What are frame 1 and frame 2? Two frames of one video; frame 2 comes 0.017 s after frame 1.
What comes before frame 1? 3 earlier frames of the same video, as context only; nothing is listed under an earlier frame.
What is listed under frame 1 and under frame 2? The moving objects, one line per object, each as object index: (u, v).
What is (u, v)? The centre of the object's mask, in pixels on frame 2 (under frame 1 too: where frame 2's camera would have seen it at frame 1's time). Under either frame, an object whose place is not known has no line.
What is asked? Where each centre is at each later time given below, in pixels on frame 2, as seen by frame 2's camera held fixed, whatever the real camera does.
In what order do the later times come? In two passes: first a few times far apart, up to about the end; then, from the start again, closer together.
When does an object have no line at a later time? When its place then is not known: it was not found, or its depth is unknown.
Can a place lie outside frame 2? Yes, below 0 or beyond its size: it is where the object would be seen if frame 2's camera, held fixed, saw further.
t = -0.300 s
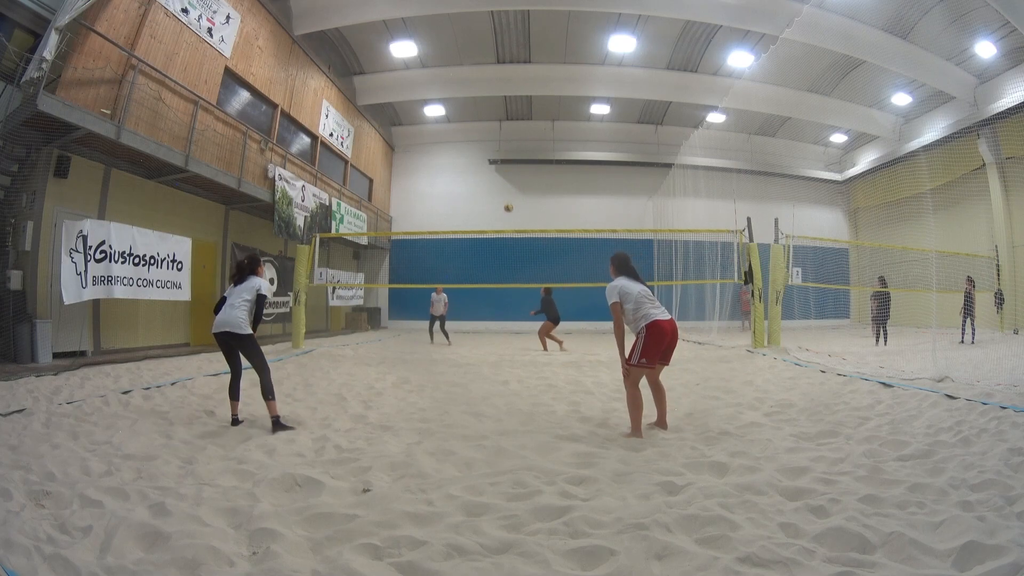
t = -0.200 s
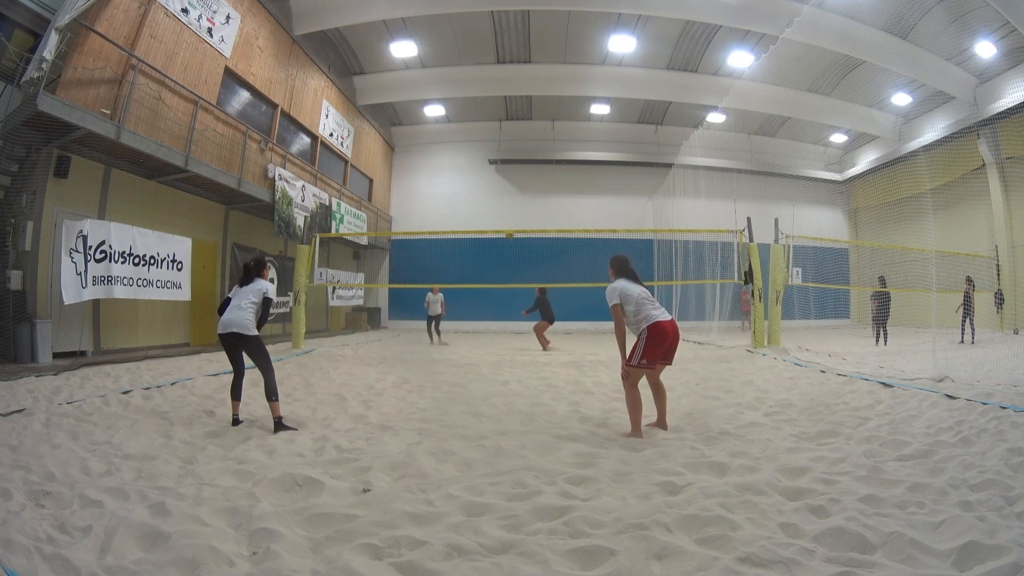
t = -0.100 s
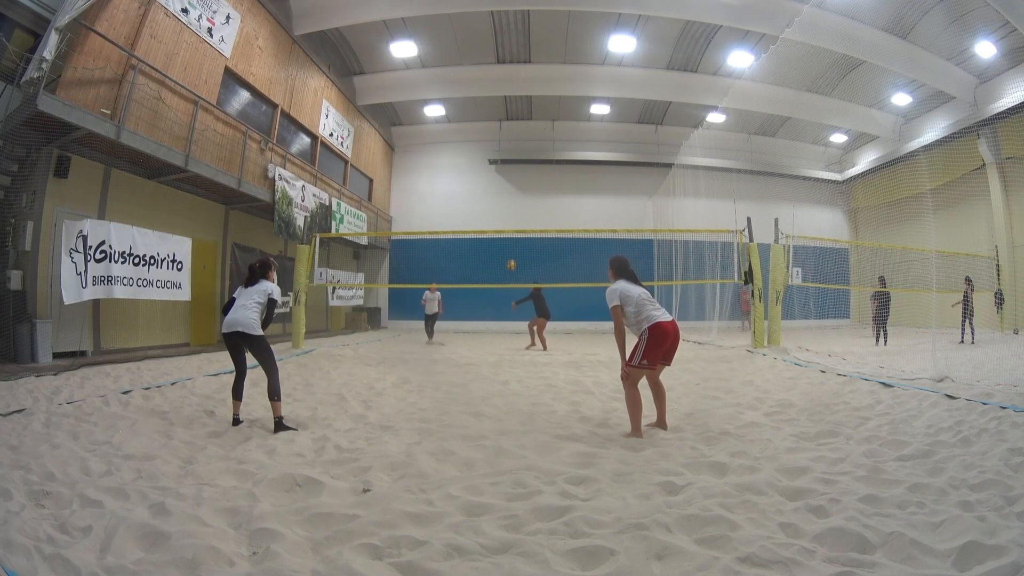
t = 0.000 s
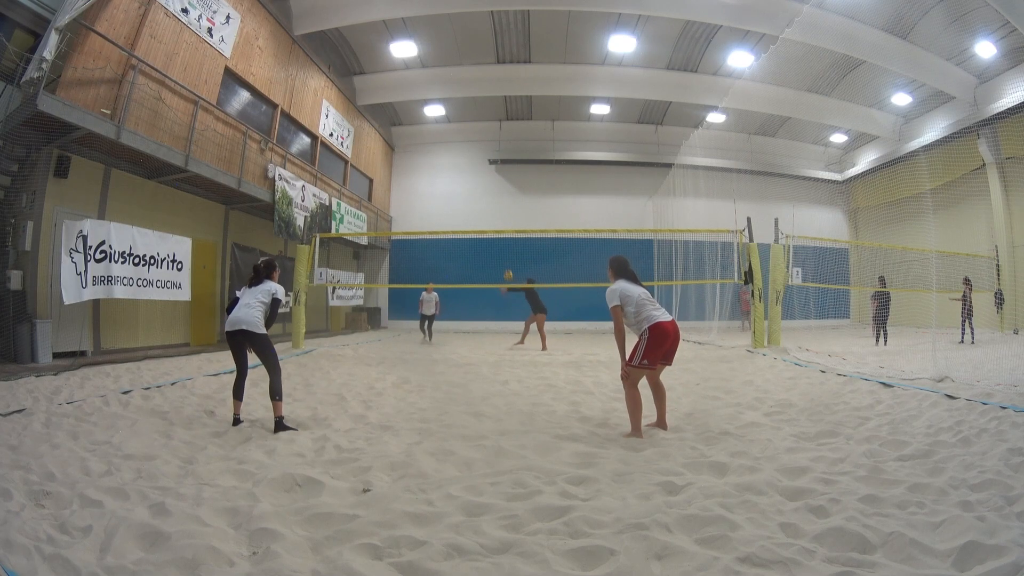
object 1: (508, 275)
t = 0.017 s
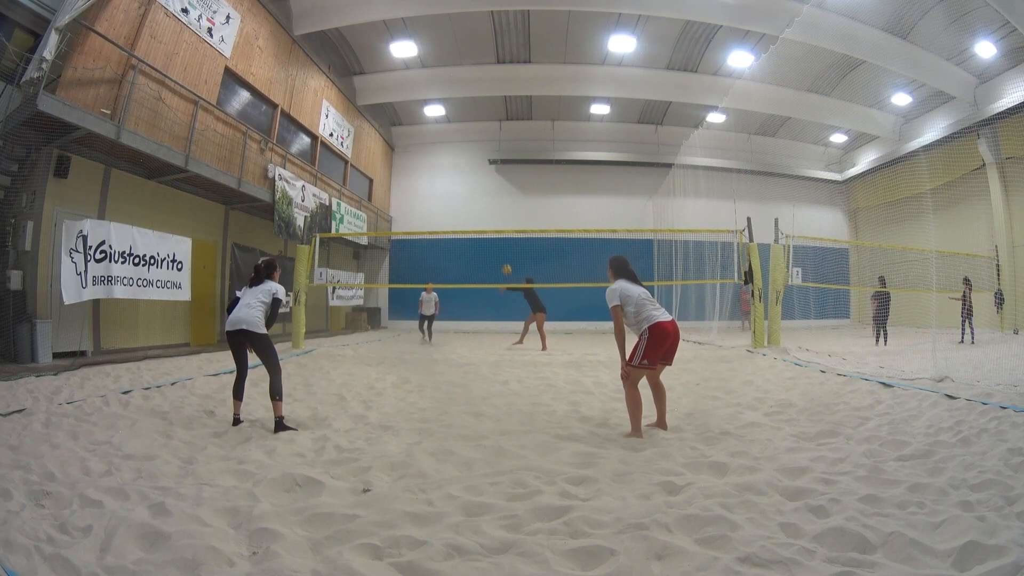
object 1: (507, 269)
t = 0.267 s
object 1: (483, 199)
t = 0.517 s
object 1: (461, 161)
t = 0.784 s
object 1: (440, 152)
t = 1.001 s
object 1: (422, 164)
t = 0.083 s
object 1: (500, 247)
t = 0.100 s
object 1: (498, 243)
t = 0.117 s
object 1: (497, 238)
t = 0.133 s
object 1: (495, 233)
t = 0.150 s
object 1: (493, 227)
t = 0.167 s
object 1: (492, 223)
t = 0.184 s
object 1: (490, 219)
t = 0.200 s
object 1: (489, 215)
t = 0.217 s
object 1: (487, 211)
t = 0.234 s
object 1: (486, 207)
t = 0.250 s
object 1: (484, 203)
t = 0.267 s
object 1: (483, 199)
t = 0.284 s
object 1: (481, 196)
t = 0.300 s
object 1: (480, 193)
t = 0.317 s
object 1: (479, 189)
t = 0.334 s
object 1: (477, 186)
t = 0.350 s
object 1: (476, 183)
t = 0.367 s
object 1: (474, 181)
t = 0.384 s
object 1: (473, 178)
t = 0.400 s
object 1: (471, 175)
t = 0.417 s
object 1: (470, 173)
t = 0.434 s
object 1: (469, 171)
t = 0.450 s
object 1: (467, 169)
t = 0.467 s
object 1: (466, 167)
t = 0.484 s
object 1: (464, 165)
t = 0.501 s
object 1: (463, 163)
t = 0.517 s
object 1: (461, 161)
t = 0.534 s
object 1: (460, 160)
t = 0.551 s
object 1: (459, 159)
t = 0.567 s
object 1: (458, 158)
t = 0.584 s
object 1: (456, 157)
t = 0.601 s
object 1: (455, 156)
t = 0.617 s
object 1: (454, 155)
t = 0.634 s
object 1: (452, 154)
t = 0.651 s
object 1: (451, 154)
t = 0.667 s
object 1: (450, 153)
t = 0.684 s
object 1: (448, 153)
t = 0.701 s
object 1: (447, 152)
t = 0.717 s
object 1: (445, 152)
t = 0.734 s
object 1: (444, 152)
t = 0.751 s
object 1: (443, 152)
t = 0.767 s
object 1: (441, 152)
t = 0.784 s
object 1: (440, 152)
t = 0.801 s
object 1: (439, 153)
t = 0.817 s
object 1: (437, 153)
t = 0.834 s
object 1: (436, 154)
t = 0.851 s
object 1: (435, 154)
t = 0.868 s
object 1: (433, 155)
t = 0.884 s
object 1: (432, 156)
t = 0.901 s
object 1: (431, 157)
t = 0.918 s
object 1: (429, 158)
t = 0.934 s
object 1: (428, 159)
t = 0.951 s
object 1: (426, 160)
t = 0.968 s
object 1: (425, 161)
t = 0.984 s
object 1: (424, 163)
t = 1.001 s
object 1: (422, 164)
